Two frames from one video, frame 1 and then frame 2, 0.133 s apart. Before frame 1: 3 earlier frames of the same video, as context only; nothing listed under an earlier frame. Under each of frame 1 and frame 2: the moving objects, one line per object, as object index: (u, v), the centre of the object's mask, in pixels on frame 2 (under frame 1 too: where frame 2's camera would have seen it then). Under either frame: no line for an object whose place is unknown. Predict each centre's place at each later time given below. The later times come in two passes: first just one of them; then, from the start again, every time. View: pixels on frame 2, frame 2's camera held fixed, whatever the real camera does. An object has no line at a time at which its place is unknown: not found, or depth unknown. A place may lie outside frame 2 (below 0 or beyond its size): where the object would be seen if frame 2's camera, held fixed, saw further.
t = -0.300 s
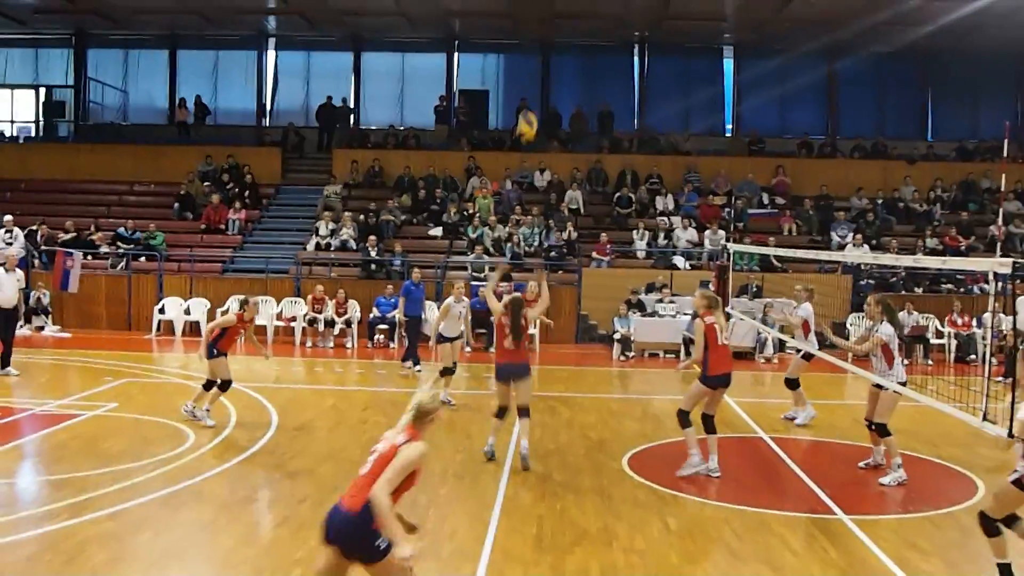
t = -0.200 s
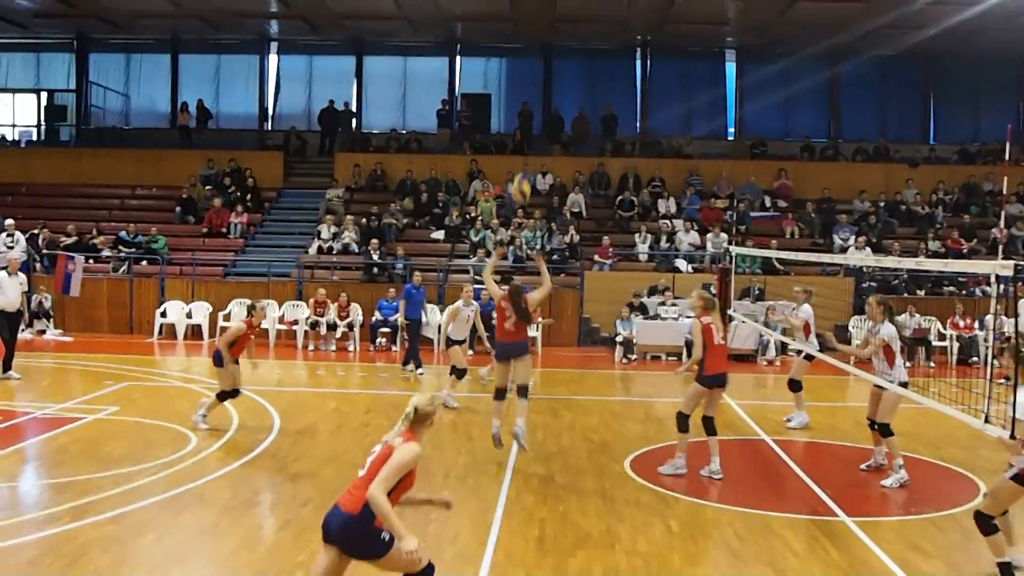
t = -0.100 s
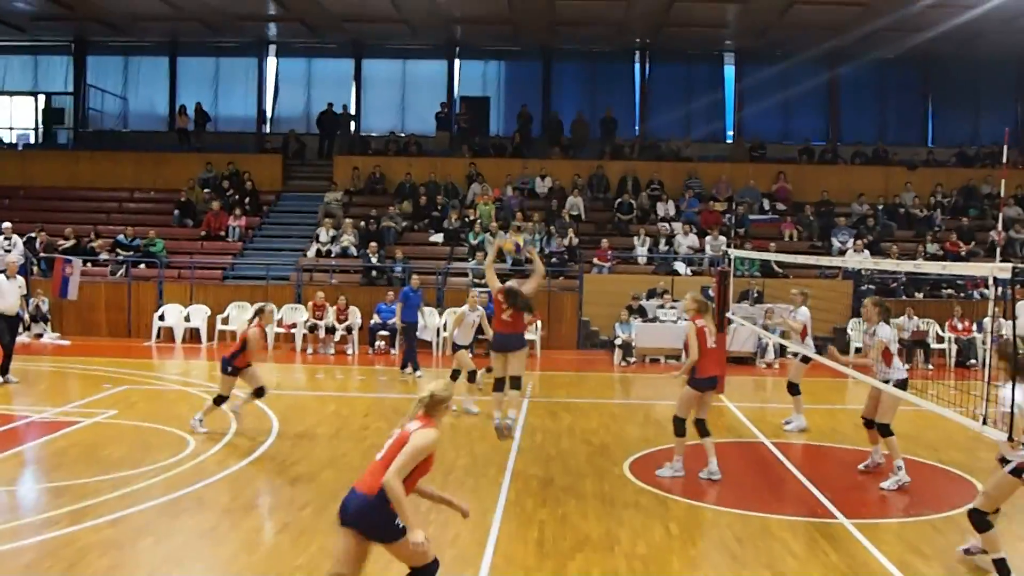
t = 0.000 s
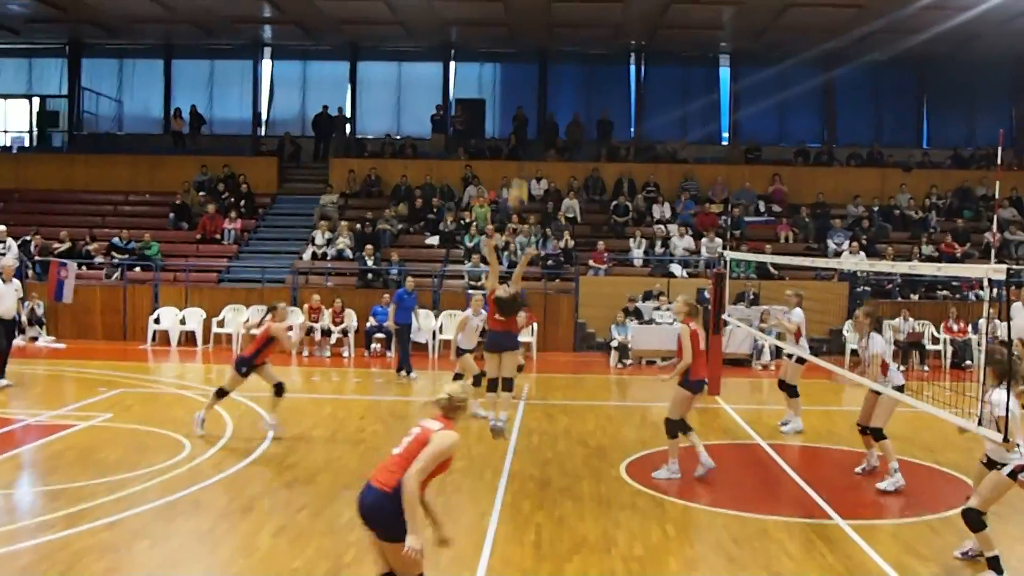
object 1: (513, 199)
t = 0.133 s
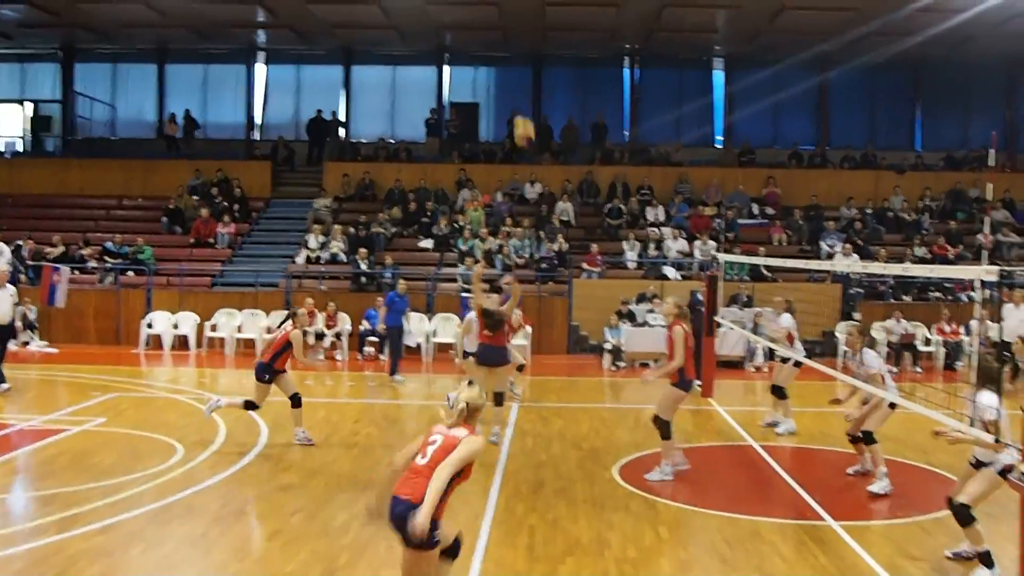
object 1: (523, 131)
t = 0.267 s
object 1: (535, 77)
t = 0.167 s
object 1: (526, 118)
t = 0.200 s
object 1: (529, 104)
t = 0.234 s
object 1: (532, 90)
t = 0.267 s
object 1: (535, 77)
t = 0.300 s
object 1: (537, 68)
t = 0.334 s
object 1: (539, 56)
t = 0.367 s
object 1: (543, 46)
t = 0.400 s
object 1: (545, 40)
